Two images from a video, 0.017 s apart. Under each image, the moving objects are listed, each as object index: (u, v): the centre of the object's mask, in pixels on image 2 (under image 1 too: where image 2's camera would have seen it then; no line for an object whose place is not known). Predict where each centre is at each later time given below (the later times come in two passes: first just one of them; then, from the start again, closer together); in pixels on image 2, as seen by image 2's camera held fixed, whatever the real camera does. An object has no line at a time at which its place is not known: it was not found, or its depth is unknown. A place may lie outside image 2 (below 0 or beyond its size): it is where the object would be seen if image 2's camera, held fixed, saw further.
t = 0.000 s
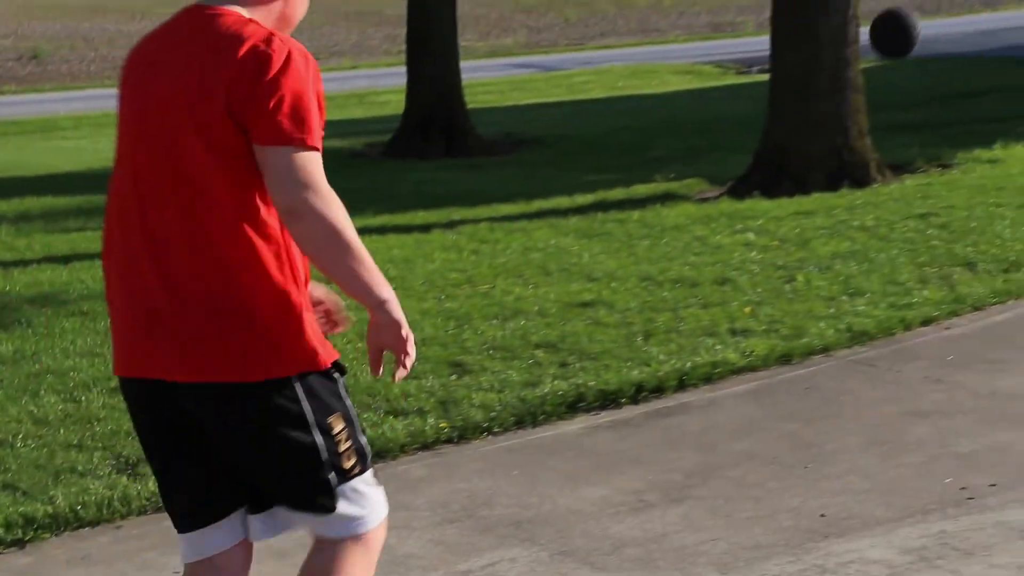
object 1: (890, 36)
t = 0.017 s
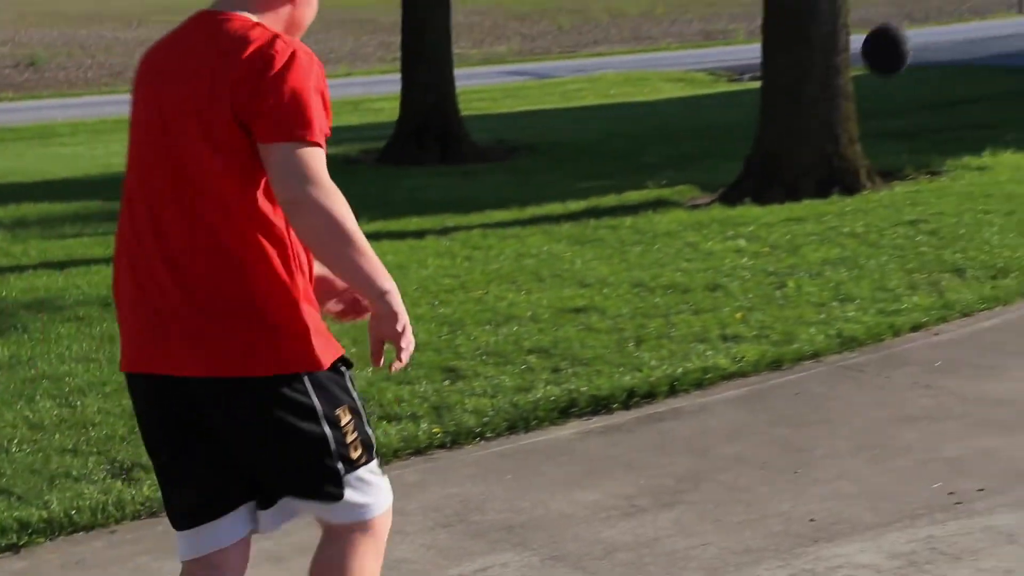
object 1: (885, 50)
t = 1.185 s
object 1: (934, 216)
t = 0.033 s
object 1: (885, 64)
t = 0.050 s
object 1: (883, 72)
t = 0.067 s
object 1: (885, 81)
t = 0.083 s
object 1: (887, 93)
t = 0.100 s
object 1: (893, 104)
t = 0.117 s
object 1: (901, 115)
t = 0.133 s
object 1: (907, 125)
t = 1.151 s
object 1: (935, 218)
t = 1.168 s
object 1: (934, 223)
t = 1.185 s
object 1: (934, 216)
